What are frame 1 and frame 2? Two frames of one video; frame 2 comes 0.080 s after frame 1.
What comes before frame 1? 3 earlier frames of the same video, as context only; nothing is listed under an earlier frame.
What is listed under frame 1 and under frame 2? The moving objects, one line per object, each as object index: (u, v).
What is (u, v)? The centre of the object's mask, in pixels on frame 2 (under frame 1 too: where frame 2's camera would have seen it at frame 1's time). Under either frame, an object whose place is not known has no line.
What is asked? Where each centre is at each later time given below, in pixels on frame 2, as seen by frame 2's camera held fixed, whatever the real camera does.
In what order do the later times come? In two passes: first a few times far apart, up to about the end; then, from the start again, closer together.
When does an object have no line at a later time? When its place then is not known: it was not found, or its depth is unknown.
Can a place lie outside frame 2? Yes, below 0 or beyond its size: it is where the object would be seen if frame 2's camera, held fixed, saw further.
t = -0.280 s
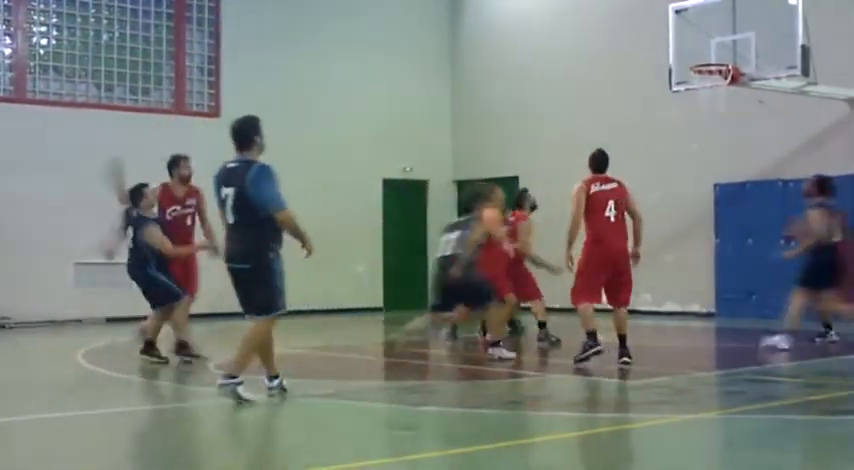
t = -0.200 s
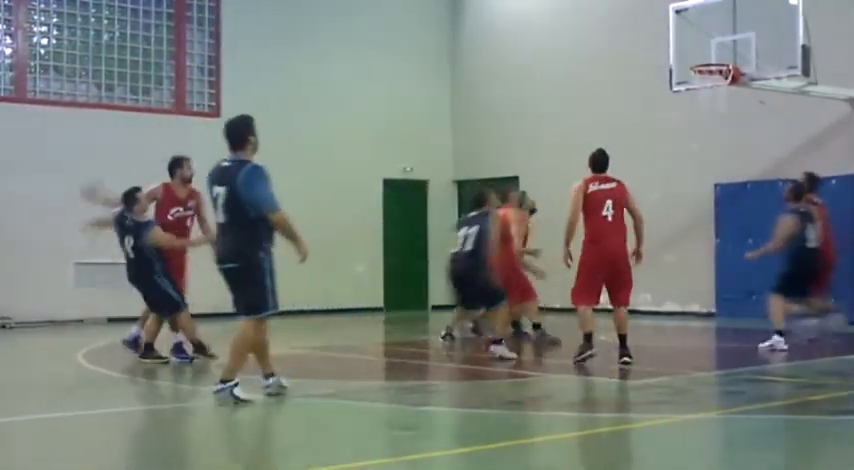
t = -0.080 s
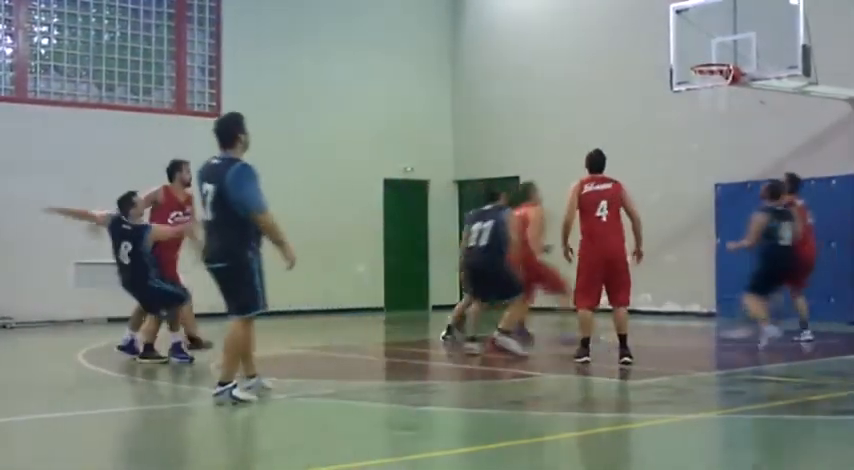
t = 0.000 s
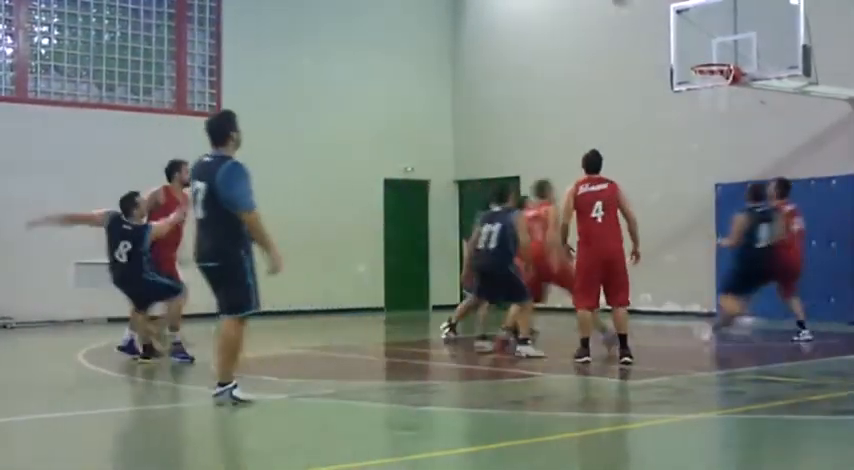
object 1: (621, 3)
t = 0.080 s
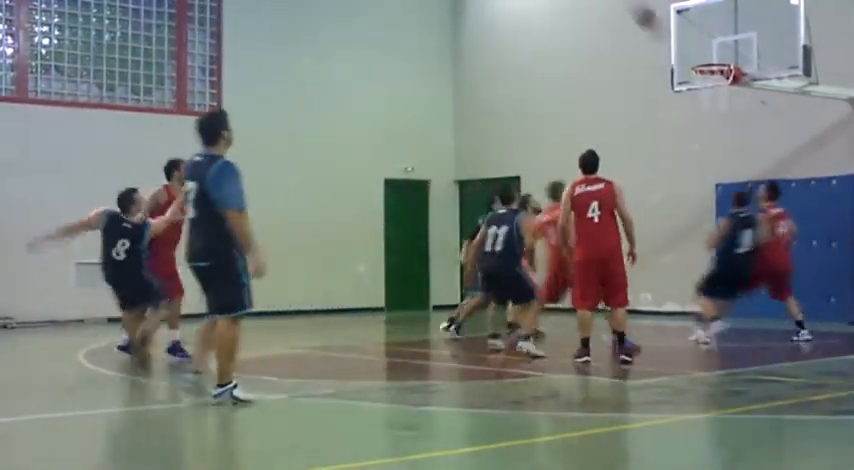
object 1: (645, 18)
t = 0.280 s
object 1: (641, 65)
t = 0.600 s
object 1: (482, 129)
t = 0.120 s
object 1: (659, 33)
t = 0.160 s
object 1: (677, 52)
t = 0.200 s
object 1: (677, 62)
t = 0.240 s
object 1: (656, 63)
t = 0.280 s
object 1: (641, 65)
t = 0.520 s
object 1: (525, 103)
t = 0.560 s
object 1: (501, 118)
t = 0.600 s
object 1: (482, 129)
